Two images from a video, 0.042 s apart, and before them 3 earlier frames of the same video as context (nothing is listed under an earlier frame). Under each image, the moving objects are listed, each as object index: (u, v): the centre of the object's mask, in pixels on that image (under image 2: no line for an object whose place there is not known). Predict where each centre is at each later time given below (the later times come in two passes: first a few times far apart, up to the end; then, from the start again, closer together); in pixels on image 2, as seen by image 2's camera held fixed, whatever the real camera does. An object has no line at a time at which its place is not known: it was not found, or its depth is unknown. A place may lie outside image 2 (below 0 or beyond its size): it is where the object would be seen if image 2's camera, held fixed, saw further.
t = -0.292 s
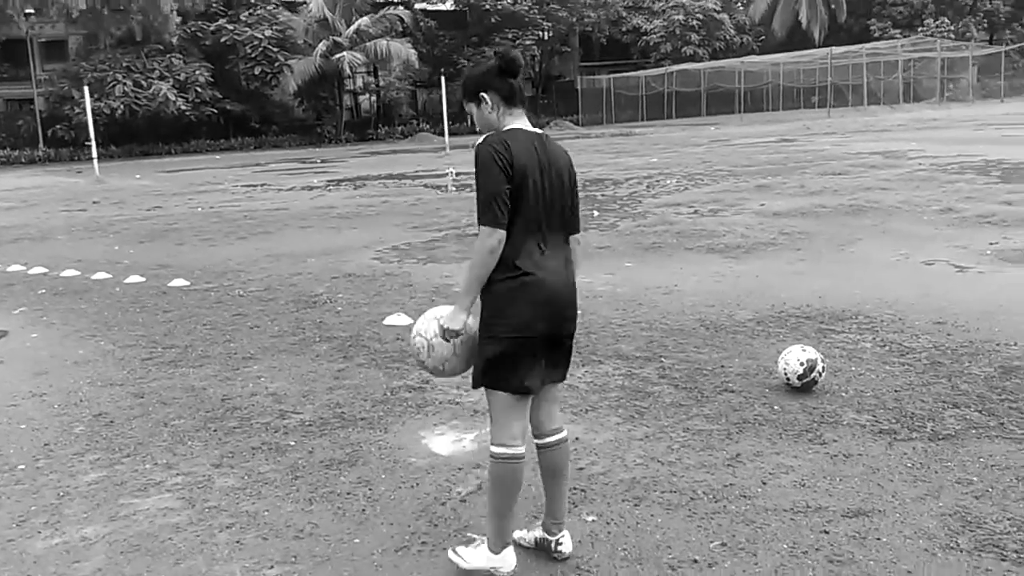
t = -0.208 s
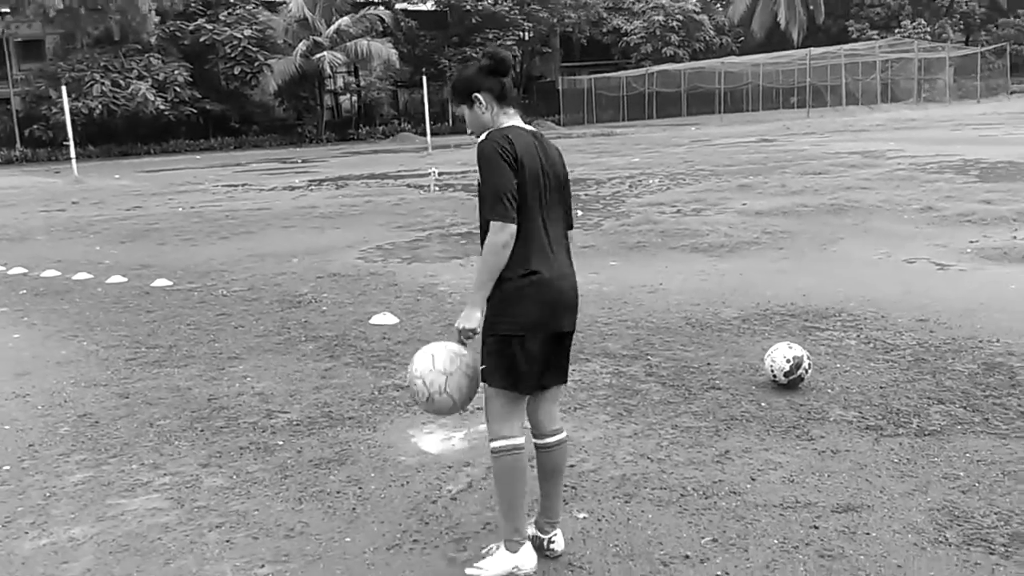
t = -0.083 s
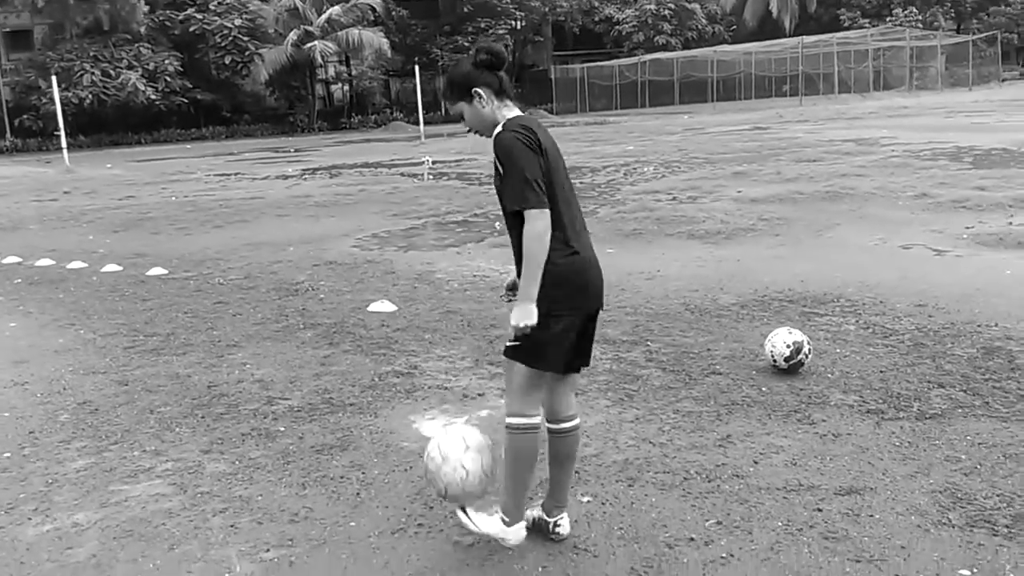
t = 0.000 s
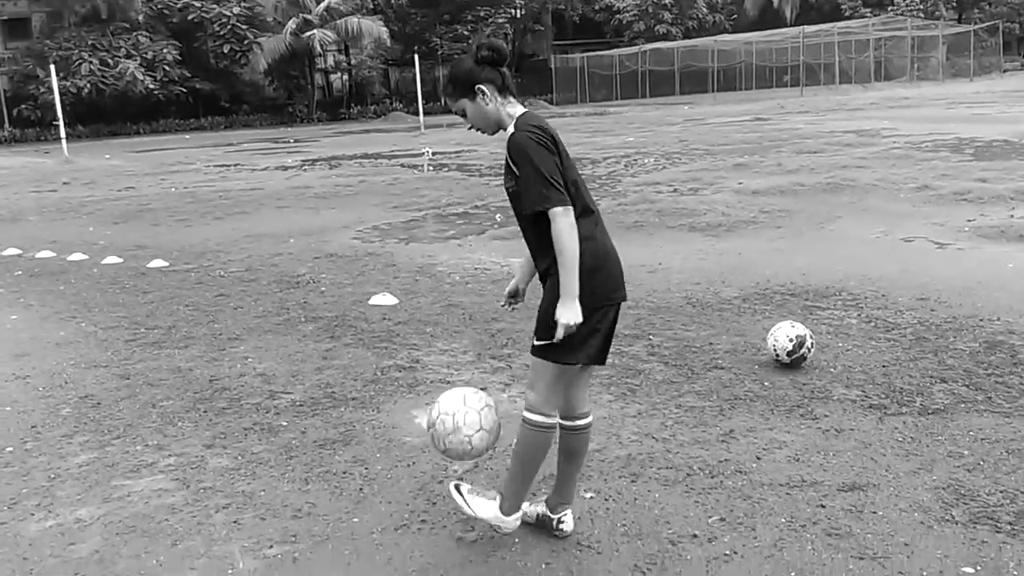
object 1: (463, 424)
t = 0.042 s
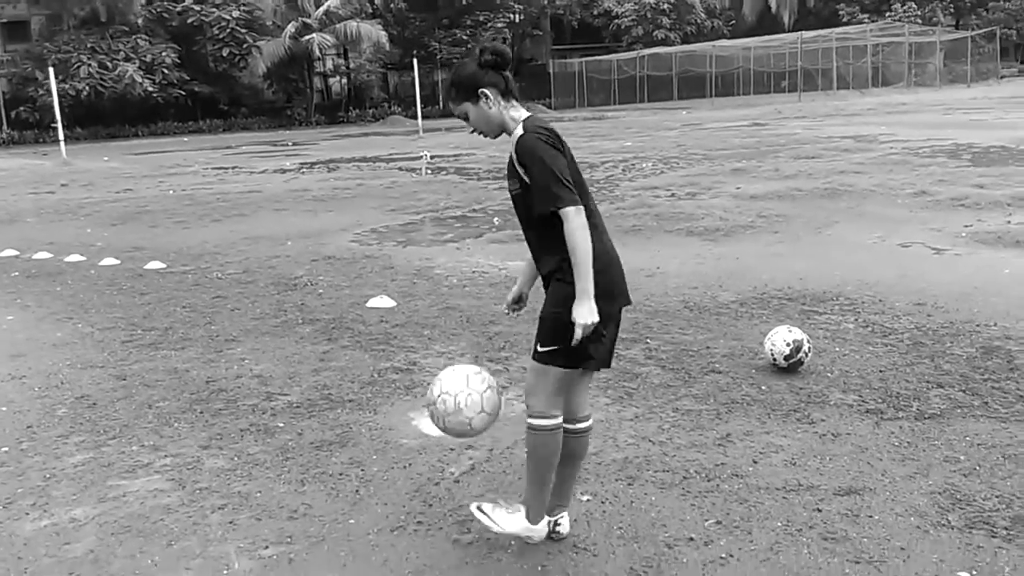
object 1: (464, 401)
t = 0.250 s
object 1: (481, 349)
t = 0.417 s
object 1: (504, 405)
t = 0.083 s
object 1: (466, 380)
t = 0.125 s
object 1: (470, 364)
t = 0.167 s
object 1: (472, 354)
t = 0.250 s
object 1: (481, 349)
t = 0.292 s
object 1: (487, 353)
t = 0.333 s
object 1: (493, 365)
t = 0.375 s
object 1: (499, 381)
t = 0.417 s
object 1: (504, 405)
